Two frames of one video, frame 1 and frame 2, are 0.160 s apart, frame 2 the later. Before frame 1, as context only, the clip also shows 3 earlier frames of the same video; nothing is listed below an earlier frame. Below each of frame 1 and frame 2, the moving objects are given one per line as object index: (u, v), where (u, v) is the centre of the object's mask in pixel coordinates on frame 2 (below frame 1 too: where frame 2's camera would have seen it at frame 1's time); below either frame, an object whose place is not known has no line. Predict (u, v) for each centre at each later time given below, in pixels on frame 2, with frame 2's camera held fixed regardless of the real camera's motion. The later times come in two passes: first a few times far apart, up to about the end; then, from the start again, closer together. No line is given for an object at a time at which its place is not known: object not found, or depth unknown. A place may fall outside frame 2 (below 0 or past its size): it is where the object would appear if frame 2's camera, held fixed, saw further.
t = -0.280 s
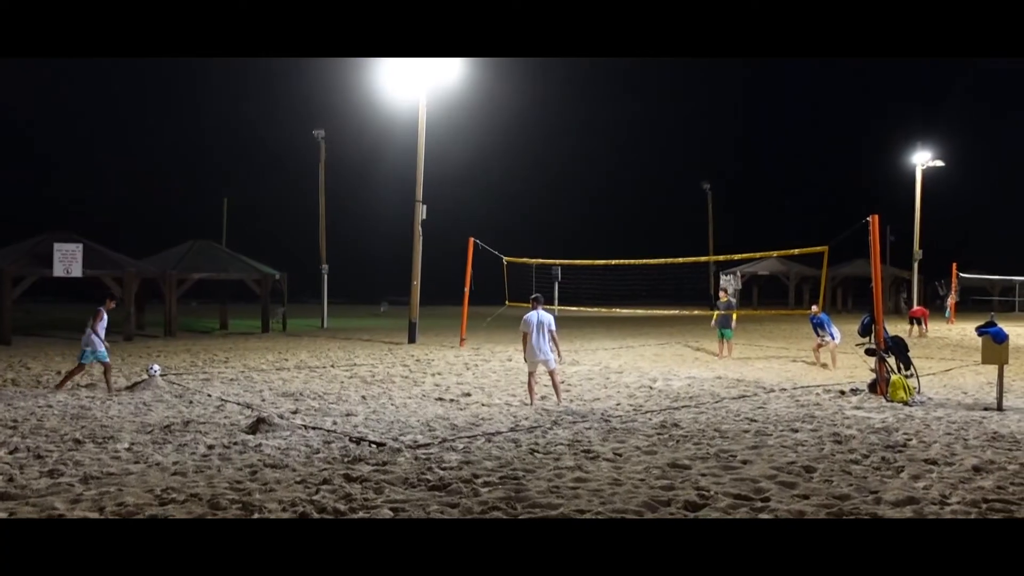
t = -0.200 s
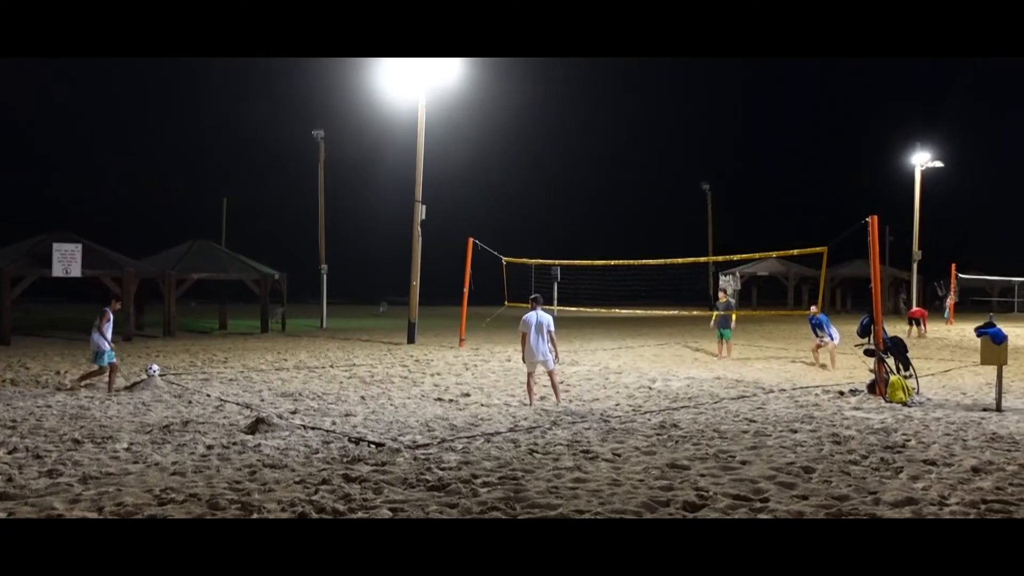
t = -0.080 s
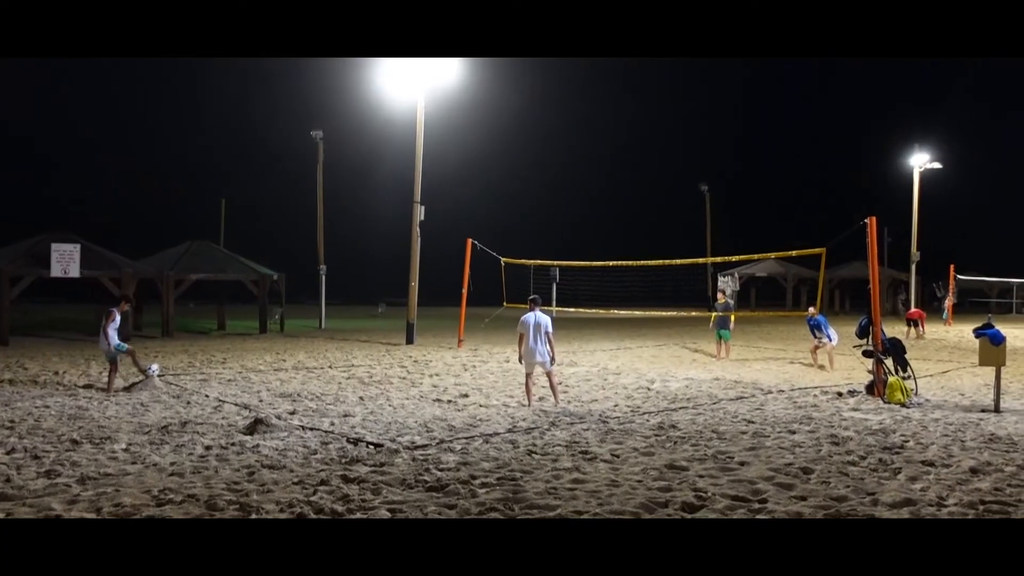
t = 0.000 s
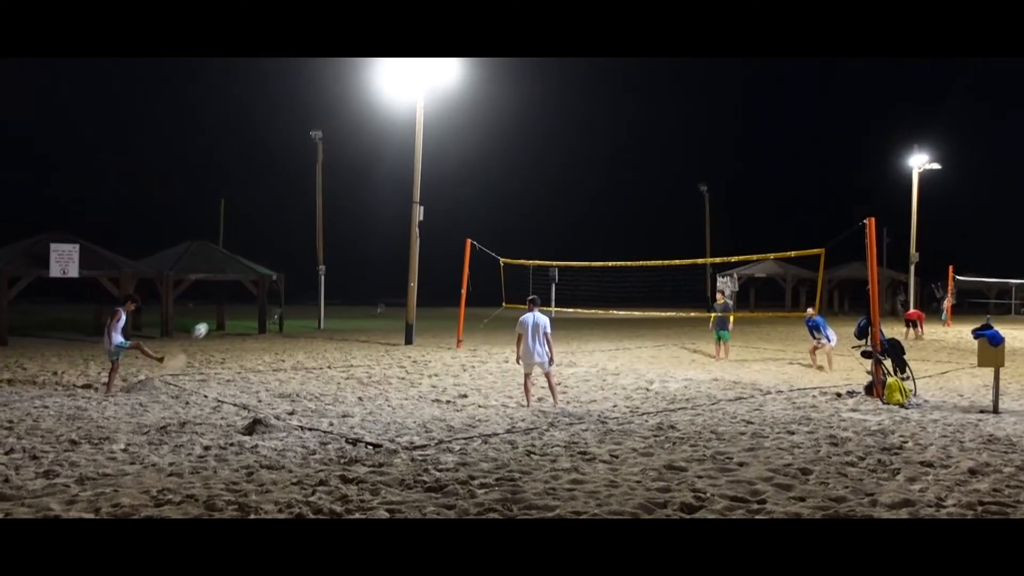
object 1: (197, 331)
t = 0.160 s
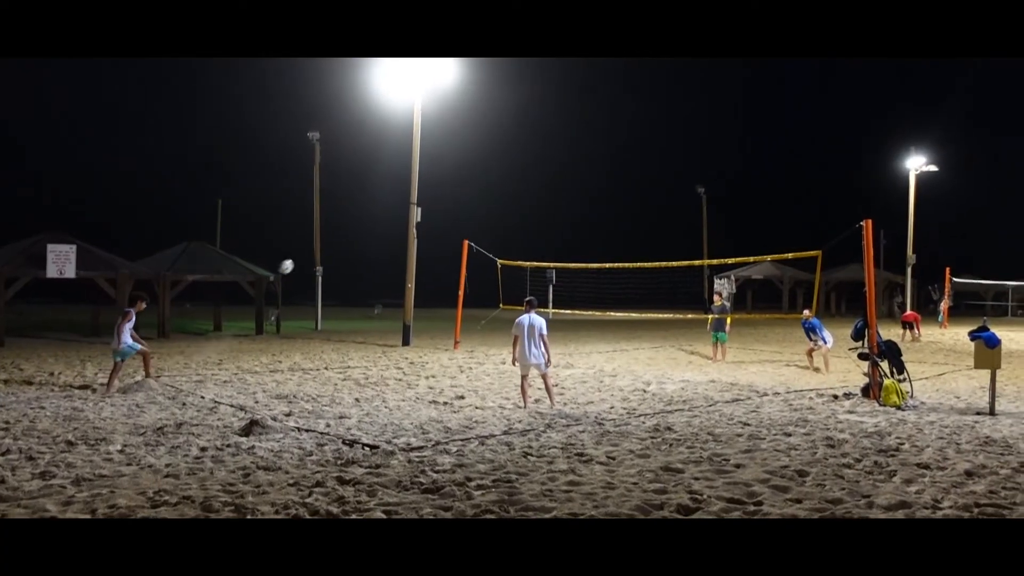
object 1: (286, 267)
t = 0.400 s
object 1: (400, 208)
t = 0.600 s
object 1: (481, 186)
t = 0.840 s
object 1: (565, 186)
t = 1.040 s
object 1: (625, 205)
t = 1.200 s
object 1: (668, 231)
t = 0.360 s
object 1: (382, 215)
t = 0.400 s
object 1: (400, 208)
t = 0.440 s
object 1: (419, 201)
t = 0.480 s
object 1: (434, 196)
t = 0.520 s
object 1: (450, 192)
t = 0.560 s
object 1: (465, 189)
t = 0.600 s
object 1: (481, 186)
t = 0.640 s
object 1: (495, 184)
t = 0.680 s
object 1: (510, 183)
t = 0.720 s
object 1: (524, 183)
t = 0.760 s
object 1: (538, 183)
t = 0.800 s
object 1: (551, 184)
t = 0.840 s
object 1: (565, 186)
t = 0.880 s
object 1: (577, 189)
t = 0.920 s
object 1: (590, 192)
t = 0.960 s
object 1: (601, 195)
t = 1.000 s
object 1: (613, 200)
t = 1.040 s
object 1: (625, 205)
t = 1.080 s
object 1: (636, 210)
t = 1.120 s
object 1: (647, 217)
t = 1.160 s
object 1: (658, 224)
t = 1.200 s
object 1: (668, 231)
